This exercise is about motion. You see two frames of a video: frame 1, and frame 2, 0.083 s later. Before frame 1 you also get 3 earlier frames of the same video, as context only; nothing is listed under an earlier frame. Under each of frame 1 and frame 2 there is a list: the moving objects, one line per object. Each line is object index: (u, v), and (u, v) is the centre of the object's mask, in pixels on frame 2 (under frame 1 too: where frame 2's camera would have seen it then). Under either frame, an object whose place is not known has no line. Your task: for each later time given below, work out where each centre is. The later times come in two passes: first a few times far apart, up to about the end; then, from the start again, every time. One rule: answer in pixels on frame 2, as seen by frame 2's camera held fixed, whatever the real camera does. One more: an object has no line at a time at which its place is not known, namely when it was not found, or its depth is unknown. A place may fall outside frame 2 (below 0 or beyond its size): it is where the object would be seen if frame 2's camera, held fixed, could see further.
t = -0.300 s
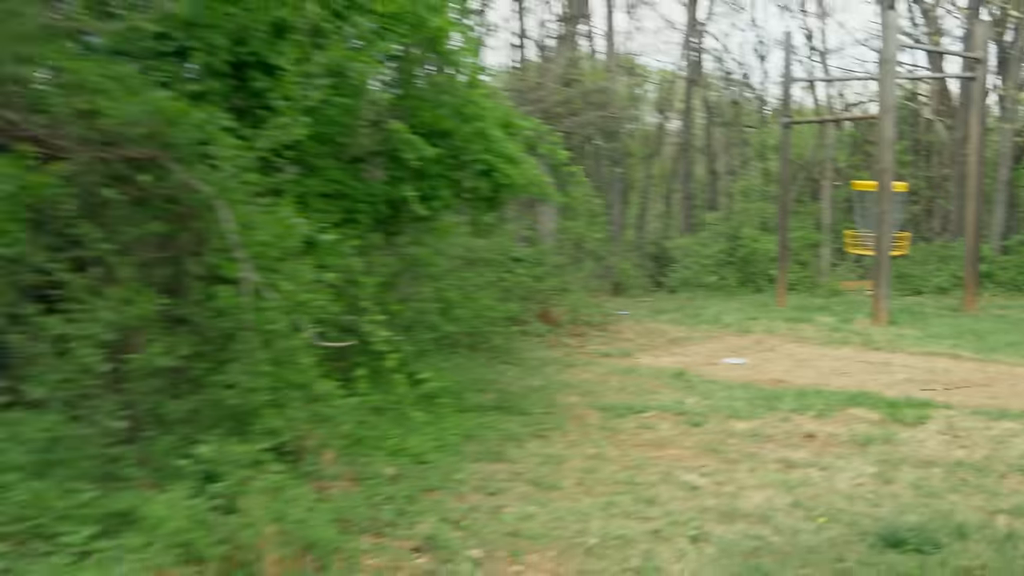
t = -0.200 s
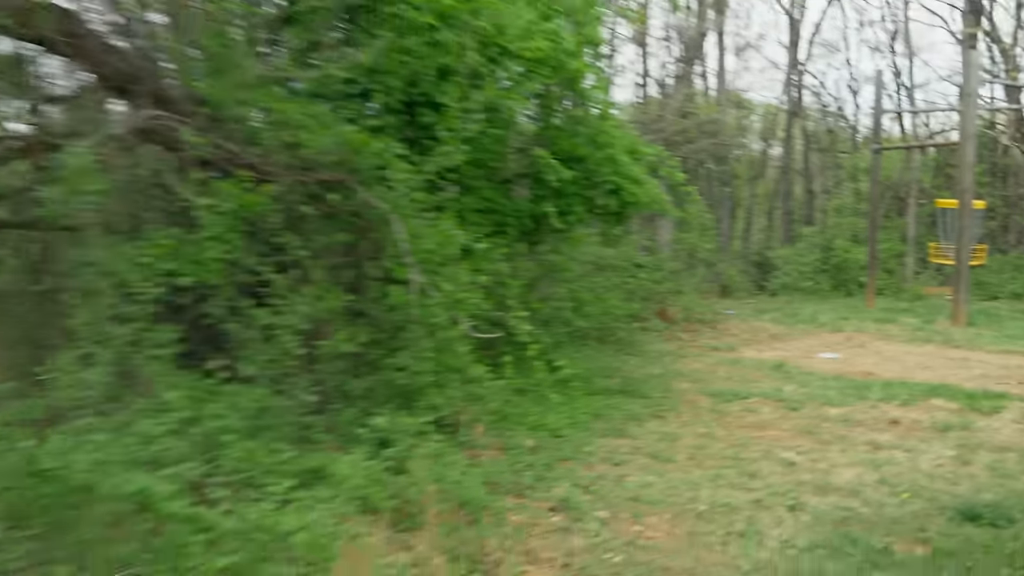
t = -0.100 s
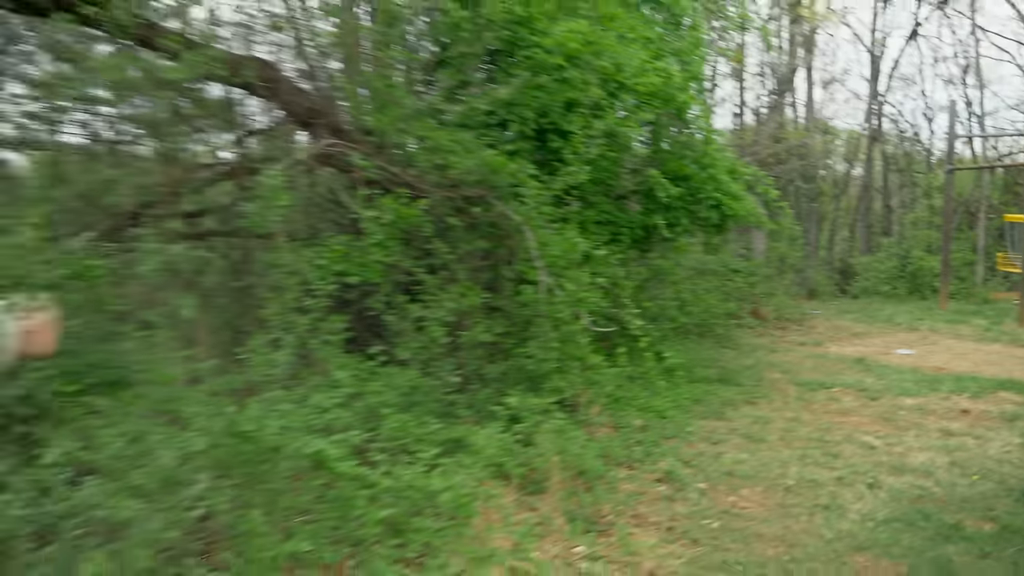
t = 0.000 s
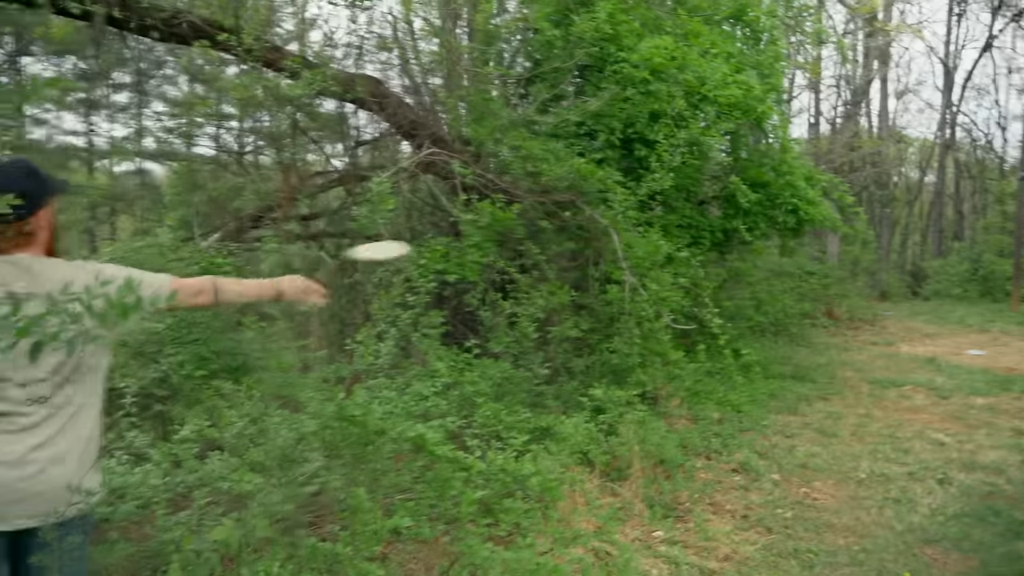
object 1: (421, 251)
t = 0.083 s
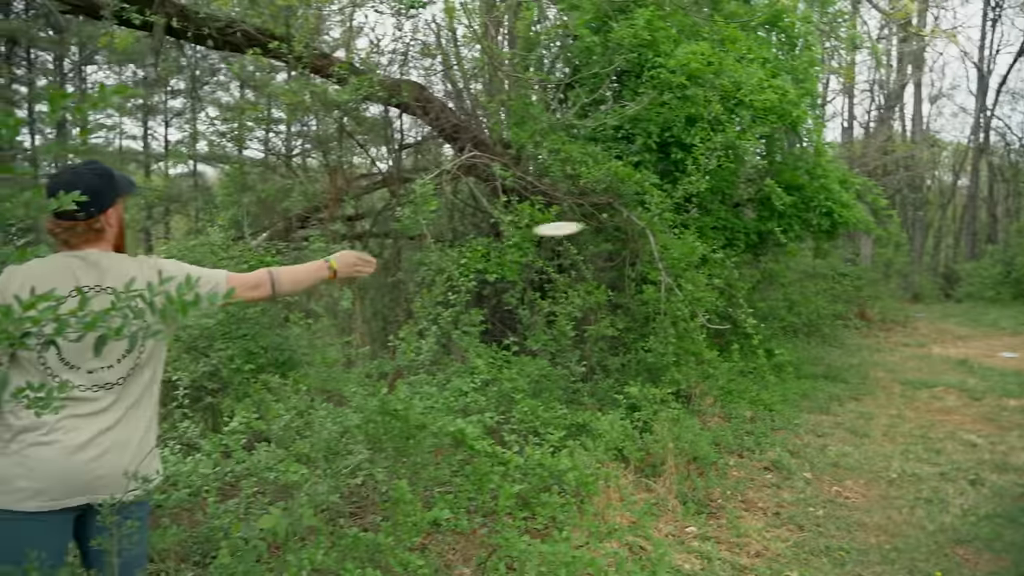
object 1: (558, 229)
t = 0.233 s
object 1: (716, 214)
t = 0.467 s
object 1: (864, 215)
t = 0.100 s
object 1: (579, 226)
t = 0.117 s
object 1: (601, 223)
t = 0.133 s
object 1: (620, 221)
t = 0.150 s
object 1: (639, 219)
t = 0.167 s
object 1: (656, 218)
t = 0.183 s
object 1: (673, 216)
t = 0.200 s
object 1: (688, 215)
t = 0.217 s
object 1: (702, 214)
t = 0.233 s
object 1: (716, 214)
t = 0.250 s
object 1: (730, 213)
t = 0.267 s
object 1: (742, 213)
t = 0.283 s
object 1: (754, 212)
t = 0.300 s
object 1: (766, 212)
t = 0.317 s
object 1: (778, 212)
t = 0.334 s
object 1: (788, 212)
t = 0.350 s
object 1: (799, 212)
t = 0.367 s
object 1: (810, 212)
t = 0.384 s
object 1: (819, 213)
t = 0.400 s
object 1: (828, 213)
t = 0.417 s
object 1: (837, 213)
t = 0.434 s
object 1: (845, 214)
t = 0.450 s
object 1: (855, 214)
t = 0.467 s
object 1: (864, 215)
